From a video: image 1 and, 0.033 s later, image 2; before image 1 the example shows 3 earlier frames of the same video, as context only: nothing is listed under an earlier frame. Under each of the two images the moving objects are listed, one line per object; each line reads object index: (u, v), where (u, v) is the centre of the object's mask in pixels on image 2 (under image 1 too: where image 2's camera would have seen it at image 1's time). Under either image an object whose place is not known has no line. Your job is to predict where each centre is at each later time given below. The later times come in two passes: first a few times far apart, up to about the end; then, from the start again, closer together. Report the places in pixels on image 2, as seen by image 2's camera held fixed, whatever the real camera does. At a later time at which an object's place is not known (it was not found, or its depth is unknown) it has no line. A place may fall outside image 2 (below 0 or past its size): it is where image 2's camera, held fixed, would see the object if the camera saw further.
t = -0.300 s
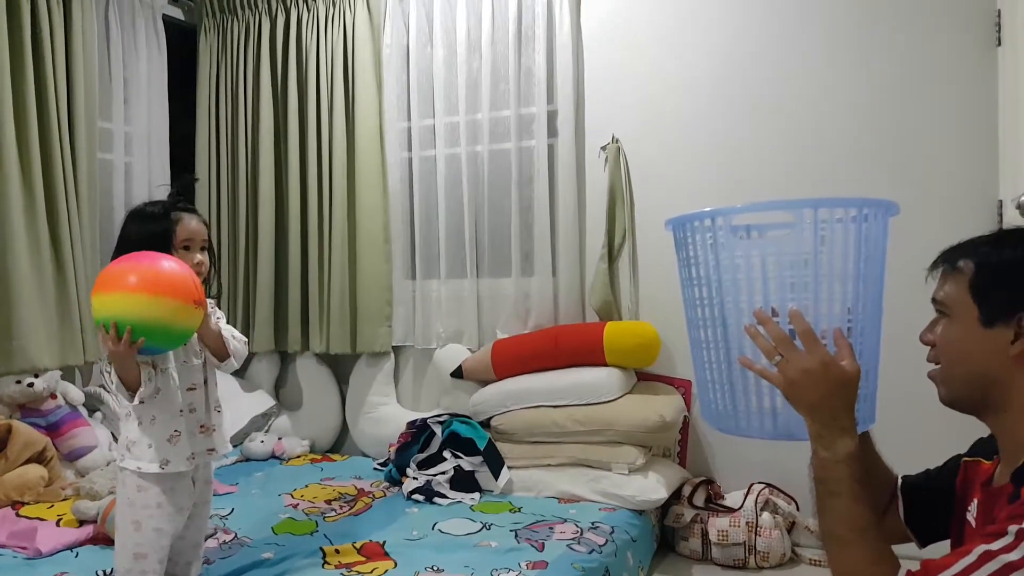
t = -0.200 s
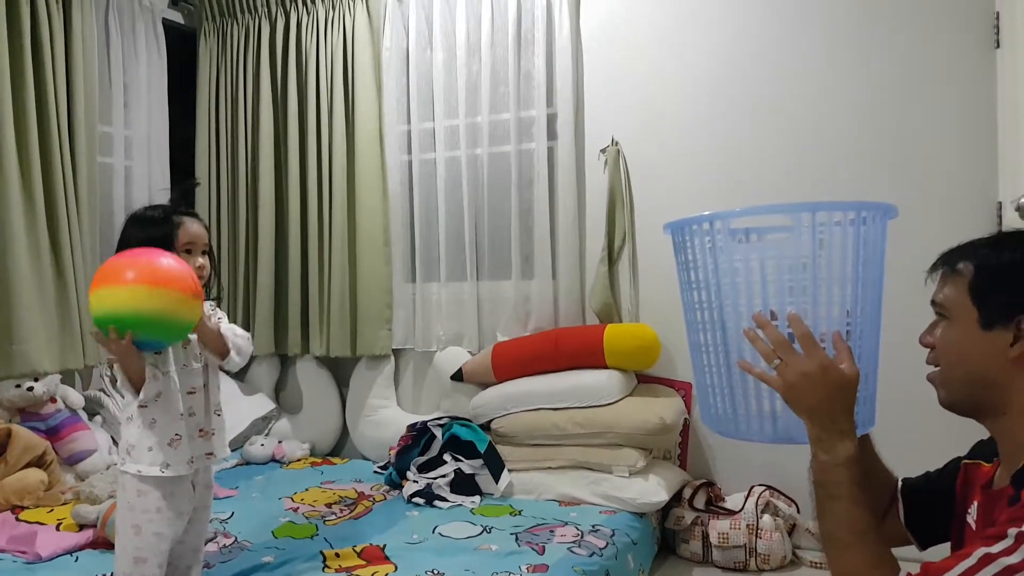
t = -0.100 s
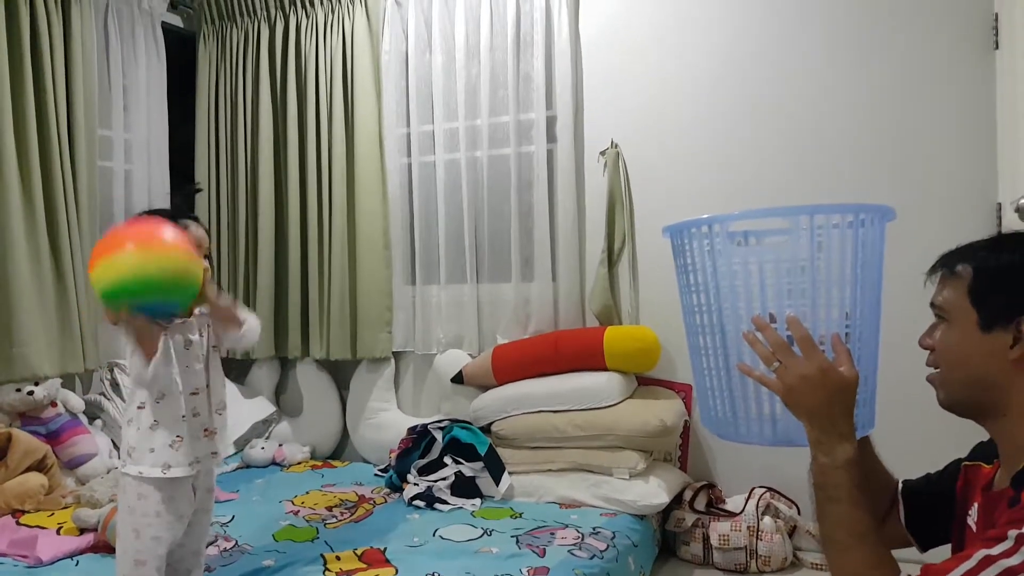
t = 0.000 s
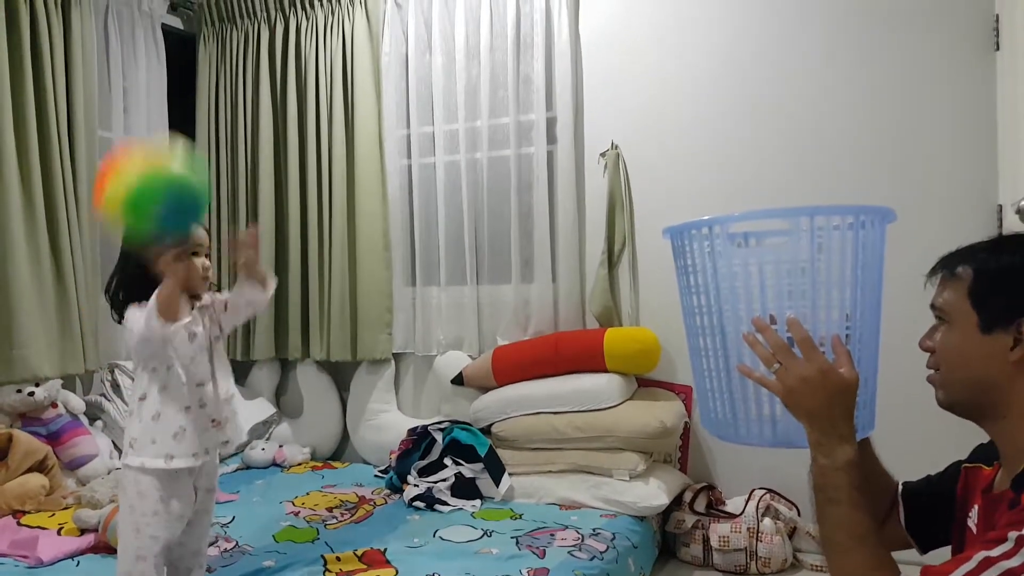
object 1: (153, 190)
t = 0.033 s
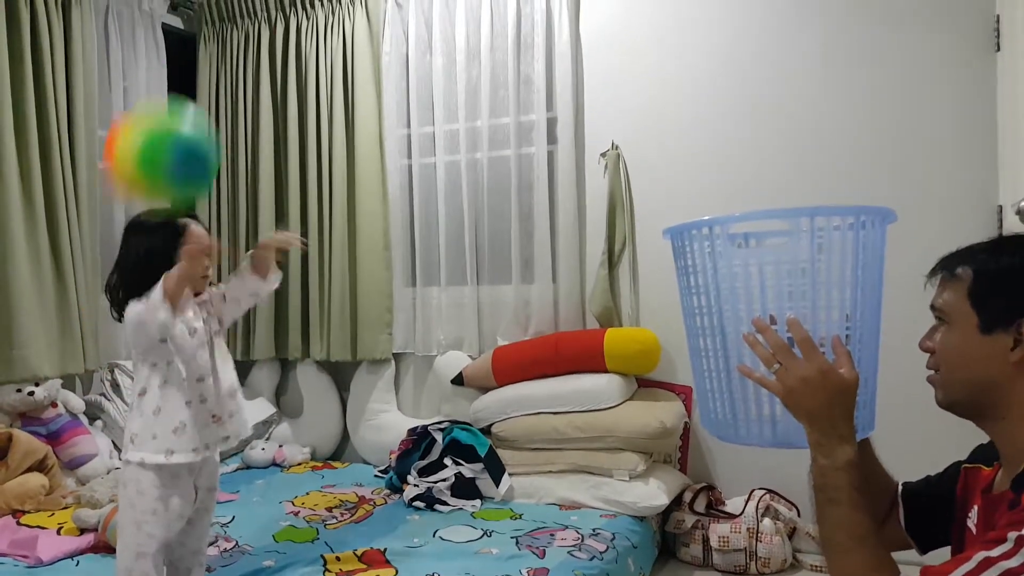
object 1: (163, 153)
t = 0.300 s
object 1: (238, 50)
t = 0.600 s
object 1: (352, 349)
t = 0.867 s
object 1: (393, 549)
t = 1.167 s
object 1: (360, 580)
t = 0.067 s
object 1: (171, 122)
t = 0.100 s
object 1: (180, 97)
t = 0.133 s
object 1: (189, 76)
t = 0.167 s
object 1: (197, 59)
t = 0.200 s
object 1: (207, 51)
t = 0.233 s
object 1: (217, 48)
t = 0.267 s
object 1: (227, 47)
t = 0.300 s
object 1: (238, 50)
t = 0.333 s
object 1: (248, 57)
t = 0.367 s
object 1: (260, 71)
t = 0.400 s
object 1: (272, 92)
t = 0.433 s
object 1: (285, 119)
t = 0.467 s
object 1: (298, 153)
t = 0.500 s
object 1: (309, 194)
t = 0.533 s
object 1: (326, 239)
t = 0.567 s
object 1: (338, 291)
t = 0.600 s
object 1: (352, 349)
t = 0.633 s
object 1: (366, 409)
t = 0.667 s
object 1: (381, 484)
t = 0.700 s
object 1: (395, 544)
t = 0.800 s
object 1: (402, 558)
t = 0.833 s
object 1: (397, 553)
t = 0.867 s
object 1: (393, 549)
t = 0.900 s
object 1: (389, 549)
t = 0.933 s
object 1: (385, 551)
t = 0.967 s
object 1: (382, 555)
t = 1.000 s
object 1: (379, 561)
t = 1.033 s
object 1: (375, 569)
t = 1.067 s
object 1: (373, 579)
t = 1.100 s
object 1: (368, 578)
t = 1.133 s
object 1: (363, 578)
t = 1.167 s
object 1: (360, 580)
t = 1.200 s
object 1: (355, 585)
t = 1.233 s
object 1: (351, 589)
